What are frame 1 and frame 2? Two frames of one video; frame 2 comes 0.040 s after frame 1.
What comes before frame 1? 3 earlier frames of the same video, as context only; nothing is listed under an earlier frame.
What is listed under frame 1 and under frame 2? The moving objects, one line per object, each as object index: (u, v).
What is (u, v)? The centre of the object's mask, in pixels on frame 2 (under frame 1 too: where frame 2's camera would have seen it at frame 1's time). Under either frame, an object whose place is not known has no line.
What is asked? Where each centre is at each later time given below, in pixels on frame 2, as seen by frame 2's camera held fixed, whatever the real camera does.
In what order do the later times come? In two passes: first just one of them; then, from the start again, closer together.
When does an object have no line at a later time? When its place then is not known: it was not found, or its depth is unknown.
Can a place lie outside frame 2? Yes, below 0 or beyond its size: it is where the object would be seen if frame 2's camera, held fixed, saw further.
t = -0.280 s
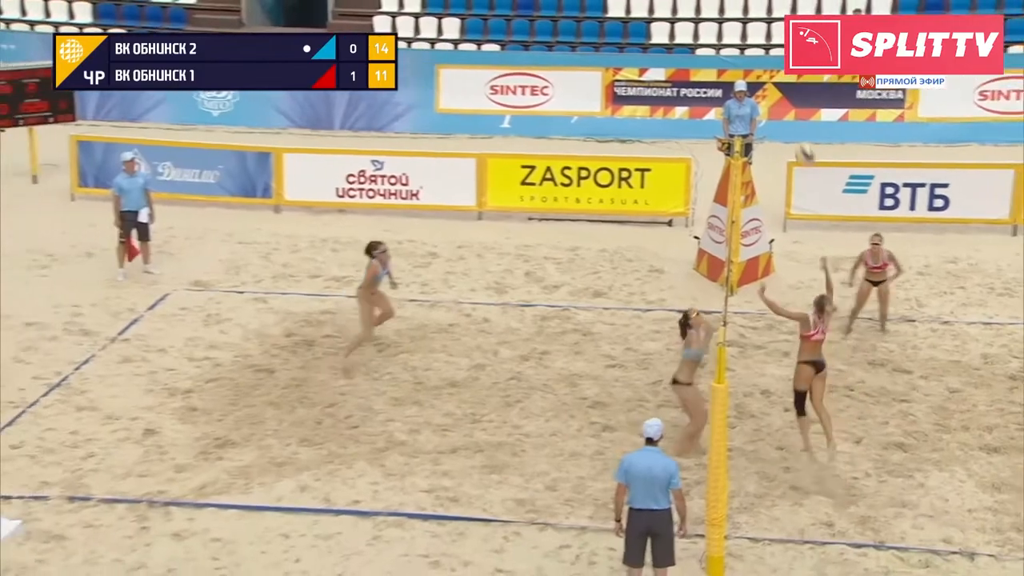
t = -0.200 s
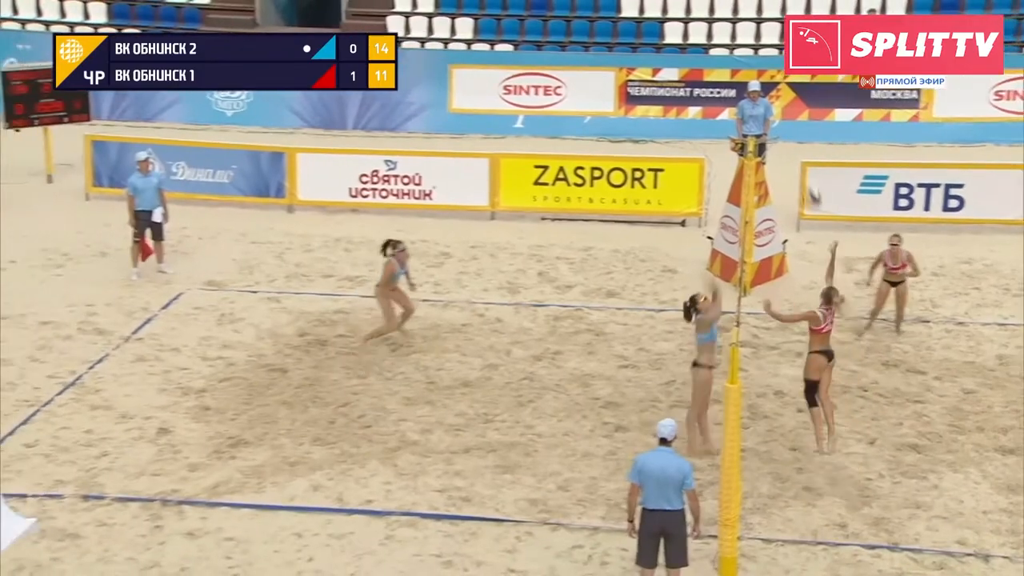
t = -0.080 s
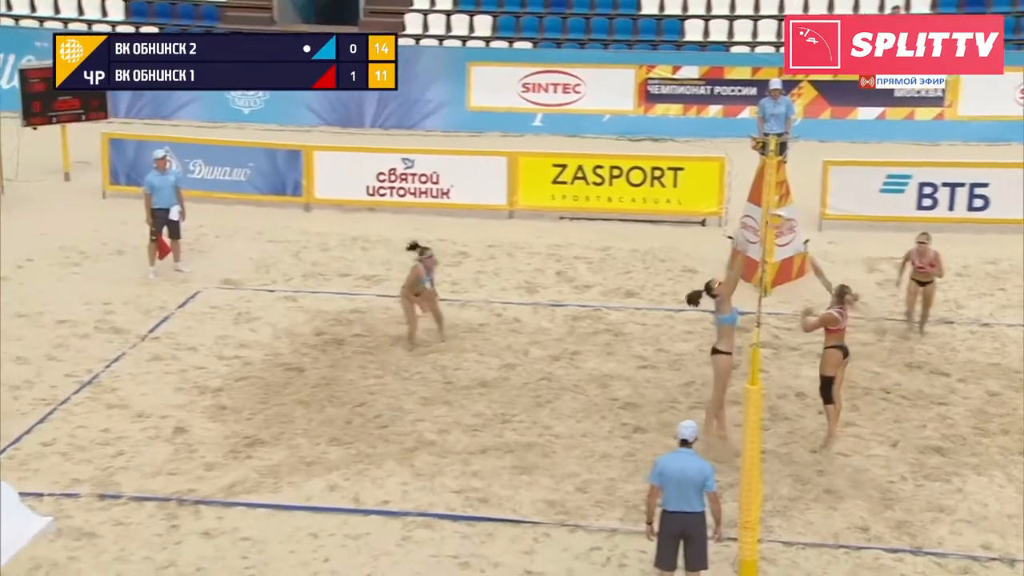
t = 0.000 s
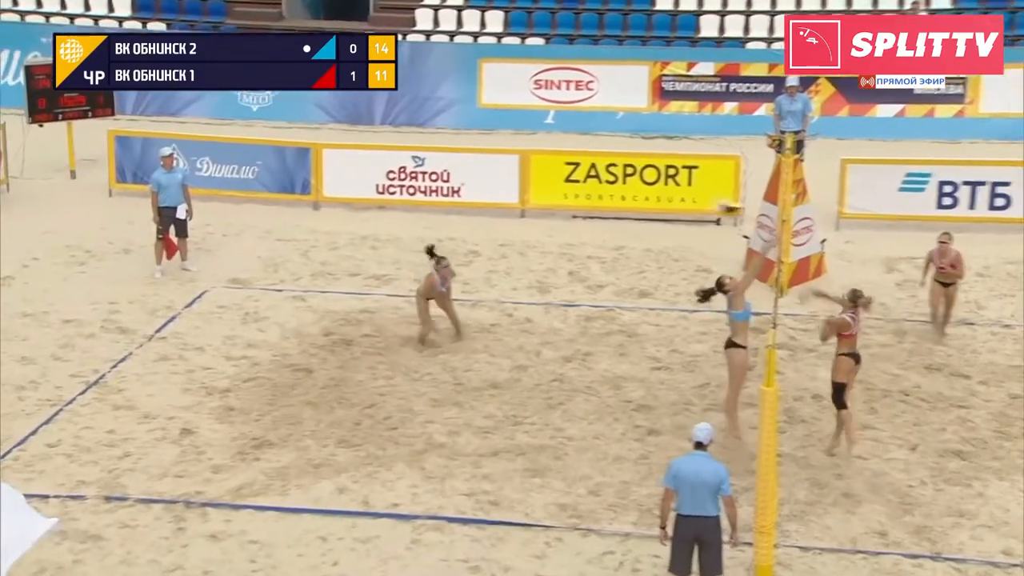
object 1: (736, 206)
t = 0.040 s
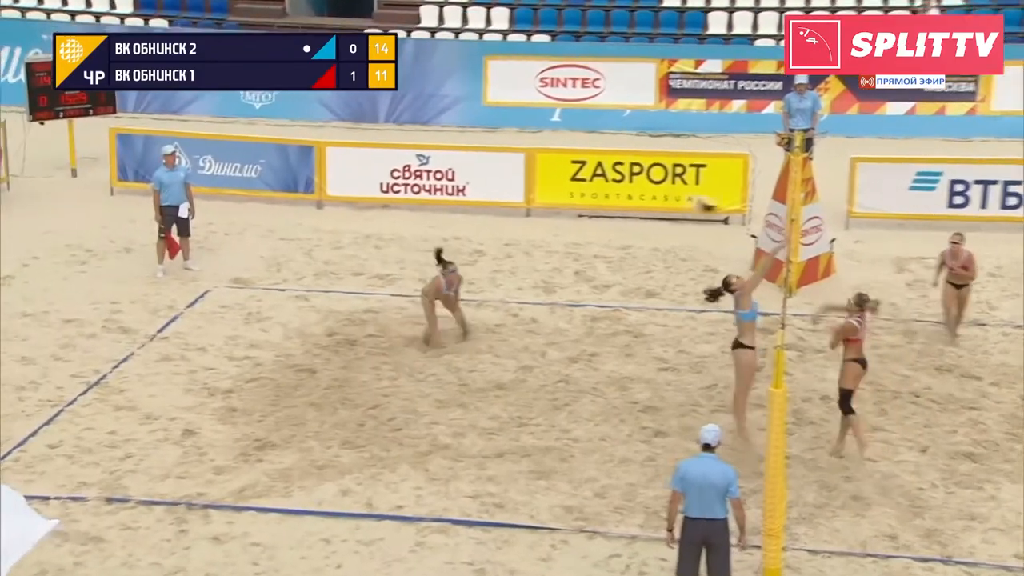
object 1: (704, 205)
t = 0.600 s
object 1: (293, 313)
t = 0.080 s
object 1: (675, 203)
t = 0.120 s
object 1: (644, 203)
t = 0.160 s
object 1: (615, 207)
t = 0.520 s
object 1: (350, 284)
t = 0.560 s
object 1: (322, 297)
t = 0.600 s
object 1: (293, 313)
